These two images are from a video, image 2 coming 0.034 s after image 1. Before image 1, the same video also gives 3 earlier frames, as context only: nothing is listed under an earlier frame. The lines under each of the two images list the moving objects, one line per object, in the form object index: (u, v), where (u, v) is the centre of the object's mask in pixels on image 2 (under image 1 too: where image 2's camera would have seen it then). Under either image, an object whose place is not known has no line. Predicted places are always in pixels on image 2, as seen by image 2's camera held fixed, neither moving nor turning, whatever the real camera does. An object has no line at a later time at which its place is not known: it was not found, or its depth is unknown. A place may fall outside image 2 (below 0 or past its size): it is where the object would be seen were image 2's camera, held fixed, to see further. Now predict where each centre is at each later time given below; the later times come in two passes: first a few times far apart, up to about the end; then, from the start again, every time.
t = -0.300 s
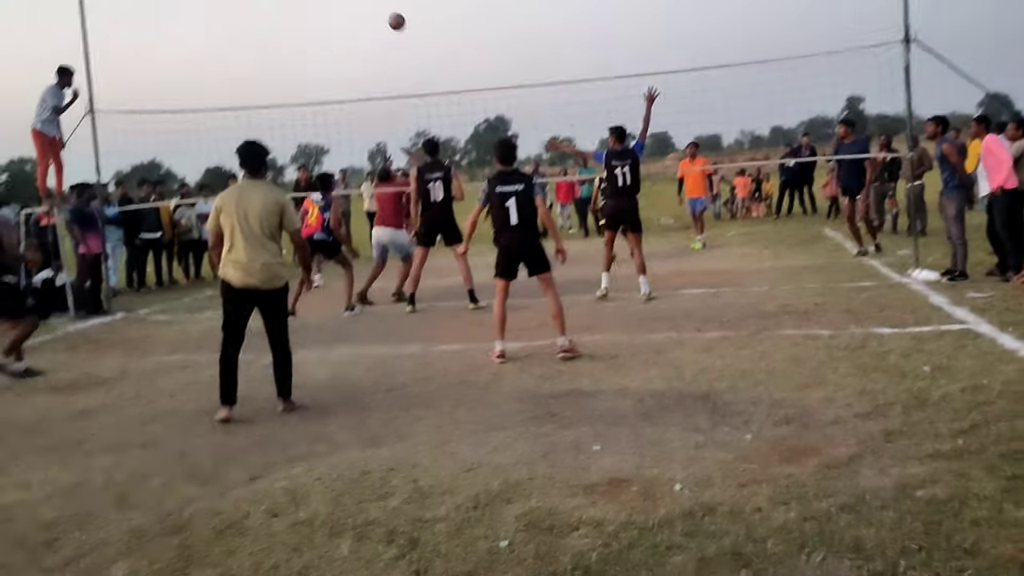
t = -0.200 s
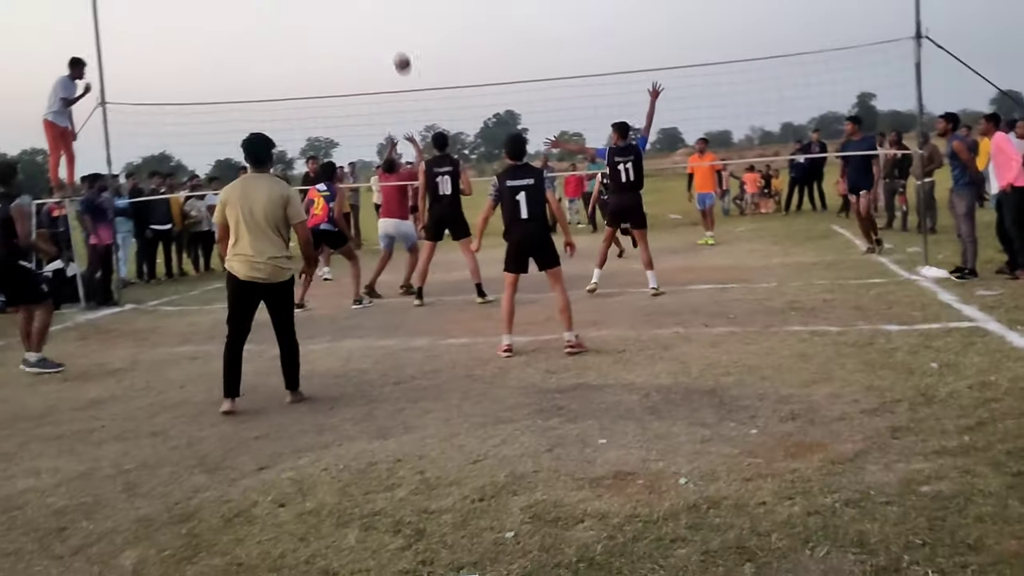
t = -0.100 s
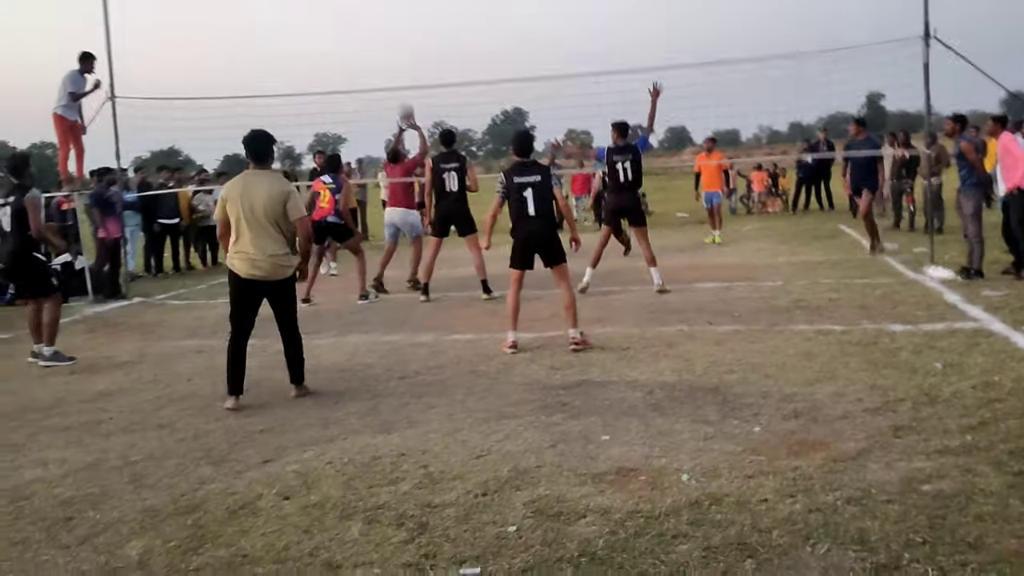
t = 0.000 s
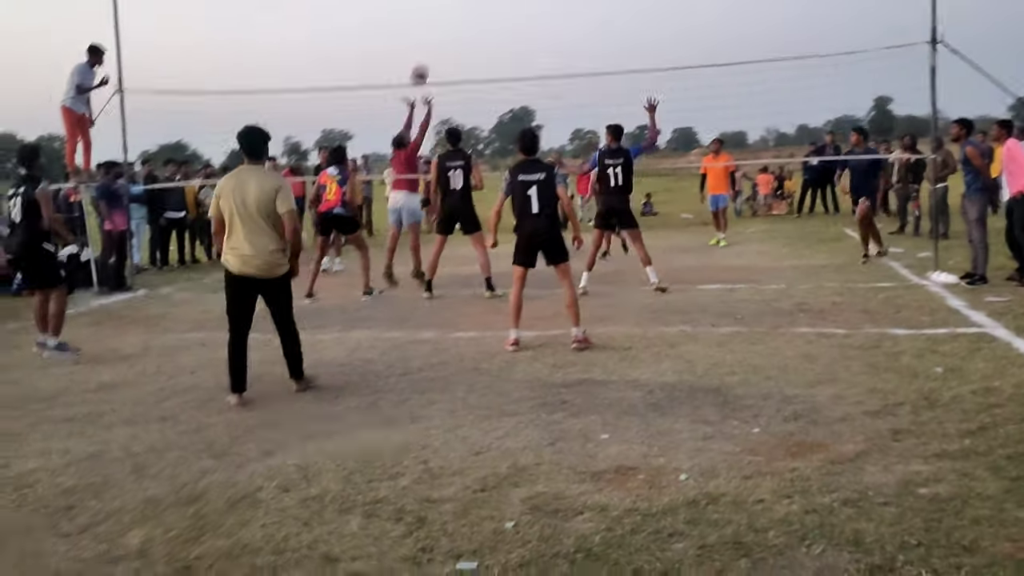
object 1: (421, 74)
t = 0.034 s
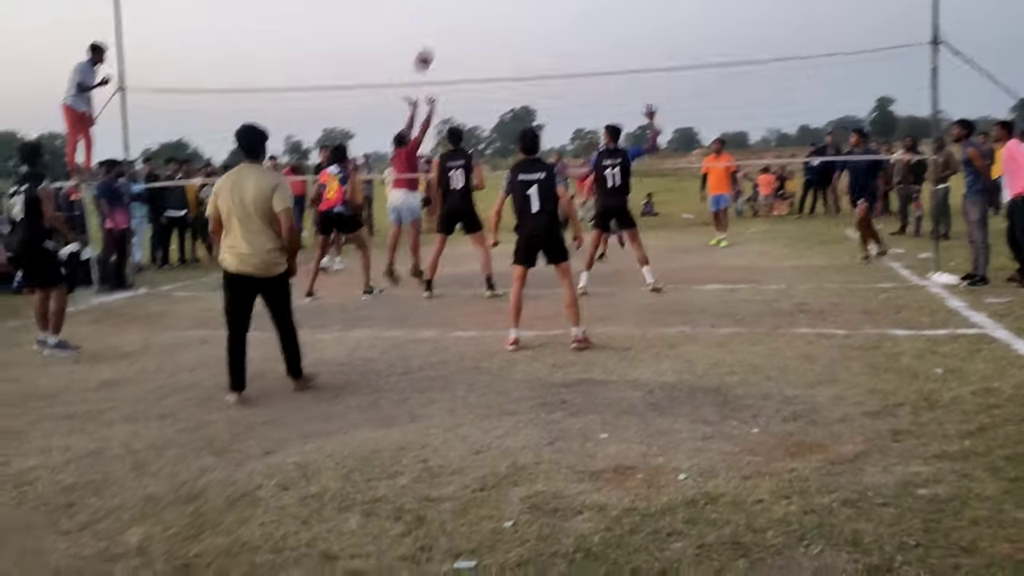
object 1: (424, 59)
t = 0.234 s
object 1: (441, -8)
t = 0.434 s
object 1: (461, -45)
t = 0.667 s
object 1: (484, -48)
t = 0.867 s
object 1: (504, -15)
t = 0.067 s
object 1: (426, 46)
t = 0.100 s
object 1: (429, 33)
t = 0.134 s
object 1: (431, 21)
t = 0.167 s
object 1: (435, 10)
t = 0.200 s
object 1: (438, 0)
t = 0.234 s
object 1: (441, -8)
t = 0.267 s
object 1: (445, -15)
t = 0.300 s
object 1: (449, -22)
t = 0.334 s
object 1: (452, -29)
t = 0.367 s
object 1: (455, -34)
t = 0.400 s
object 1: (458, -40)
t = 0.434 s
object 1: (461, -45)
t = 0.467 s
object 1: (465, -48)
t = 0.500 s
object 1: (468, -51)
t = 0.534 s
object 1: (471, -52)
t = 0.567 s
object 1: (475, -52)
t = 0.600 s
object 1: (477, -52)
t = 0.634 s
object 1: (481, -50)
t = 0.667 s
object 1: (484, -48)
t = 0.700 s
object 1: (488, -44)
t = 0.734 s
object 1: (491, -40)
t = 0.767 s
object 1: (495, -35)
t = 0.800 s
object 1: (498, -29)
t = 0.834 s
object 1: (501, -22)
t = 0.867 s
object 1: (504, -15)
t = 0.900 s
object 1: (507, -6)
